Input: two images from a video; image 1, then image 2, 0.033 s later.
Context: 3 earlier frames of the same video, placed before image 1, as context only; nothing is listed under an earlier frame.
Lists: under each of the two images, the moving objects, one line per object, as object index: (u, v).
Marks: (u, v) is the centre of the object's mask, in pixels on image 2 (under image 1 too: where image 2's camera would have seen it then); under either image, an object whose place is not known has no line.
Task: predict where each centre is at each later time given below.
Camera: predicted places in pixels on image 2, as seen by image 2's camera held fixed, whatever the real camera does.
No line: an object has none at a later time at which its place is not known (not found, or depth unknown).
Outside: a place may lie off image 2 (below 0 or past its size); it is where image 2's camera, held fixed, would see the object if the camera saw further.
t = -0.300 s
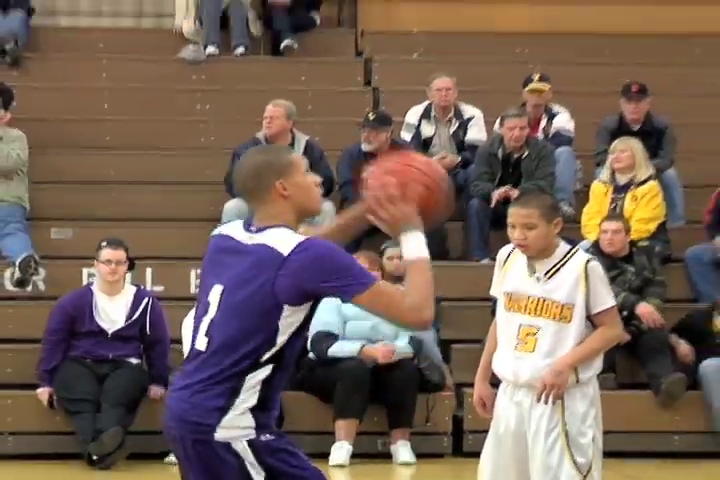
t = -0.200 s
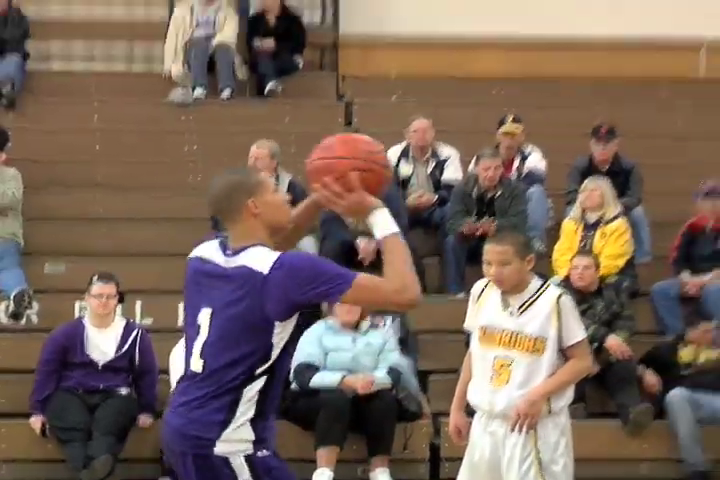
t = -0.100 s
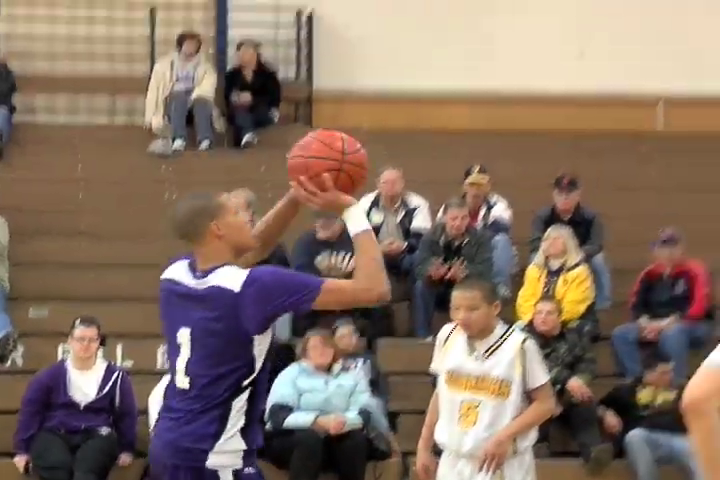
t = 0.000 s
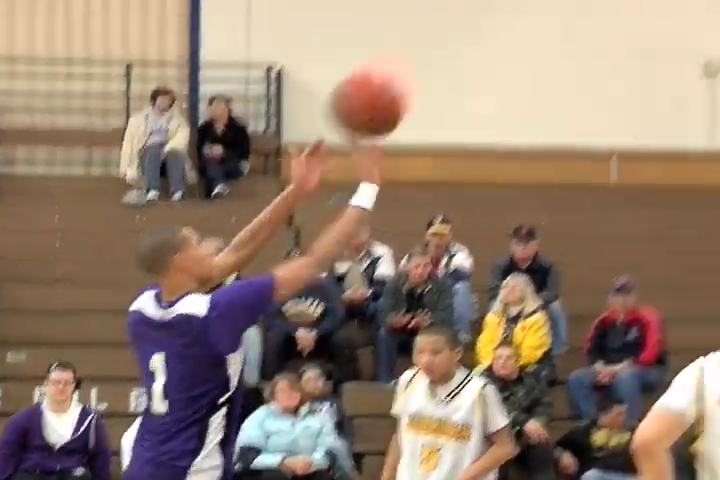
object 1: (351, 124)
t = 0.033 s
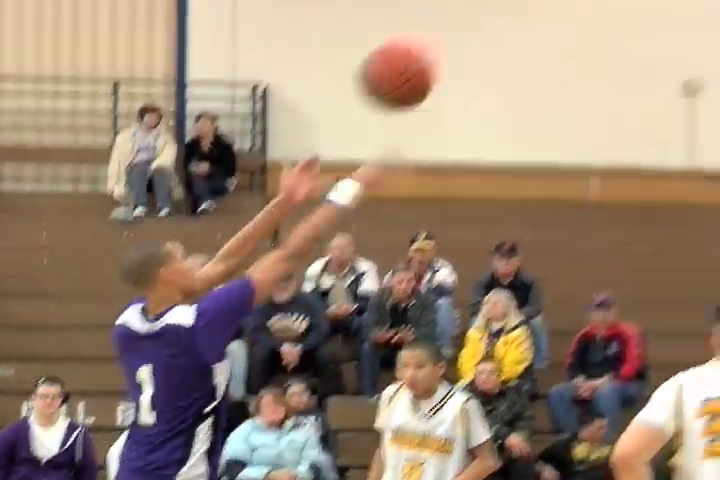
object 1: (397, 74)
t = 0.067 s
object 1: (445, 28)
